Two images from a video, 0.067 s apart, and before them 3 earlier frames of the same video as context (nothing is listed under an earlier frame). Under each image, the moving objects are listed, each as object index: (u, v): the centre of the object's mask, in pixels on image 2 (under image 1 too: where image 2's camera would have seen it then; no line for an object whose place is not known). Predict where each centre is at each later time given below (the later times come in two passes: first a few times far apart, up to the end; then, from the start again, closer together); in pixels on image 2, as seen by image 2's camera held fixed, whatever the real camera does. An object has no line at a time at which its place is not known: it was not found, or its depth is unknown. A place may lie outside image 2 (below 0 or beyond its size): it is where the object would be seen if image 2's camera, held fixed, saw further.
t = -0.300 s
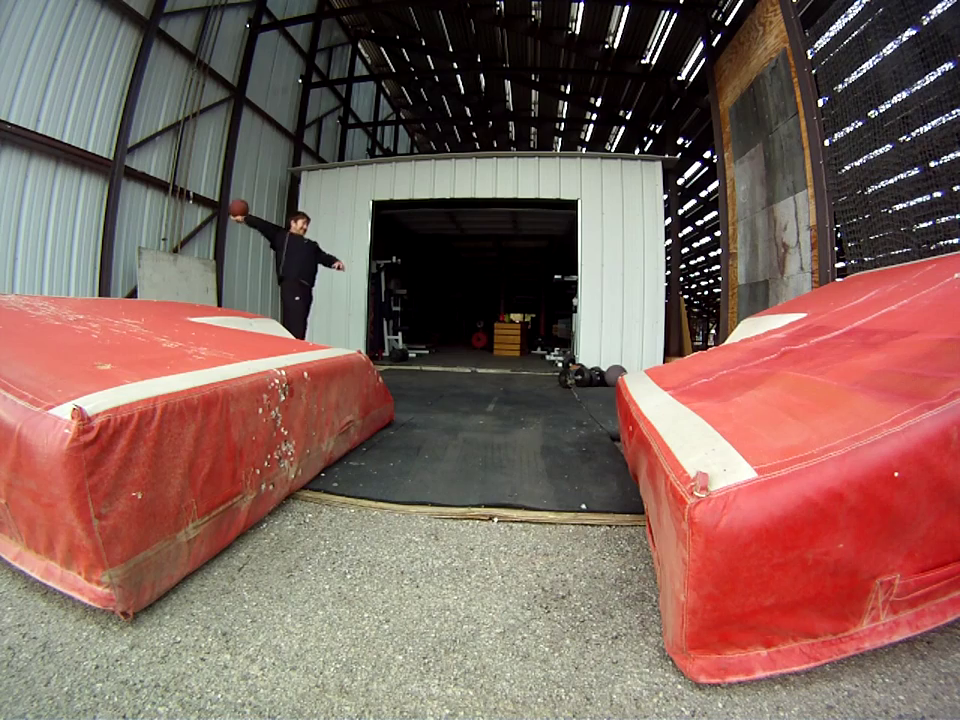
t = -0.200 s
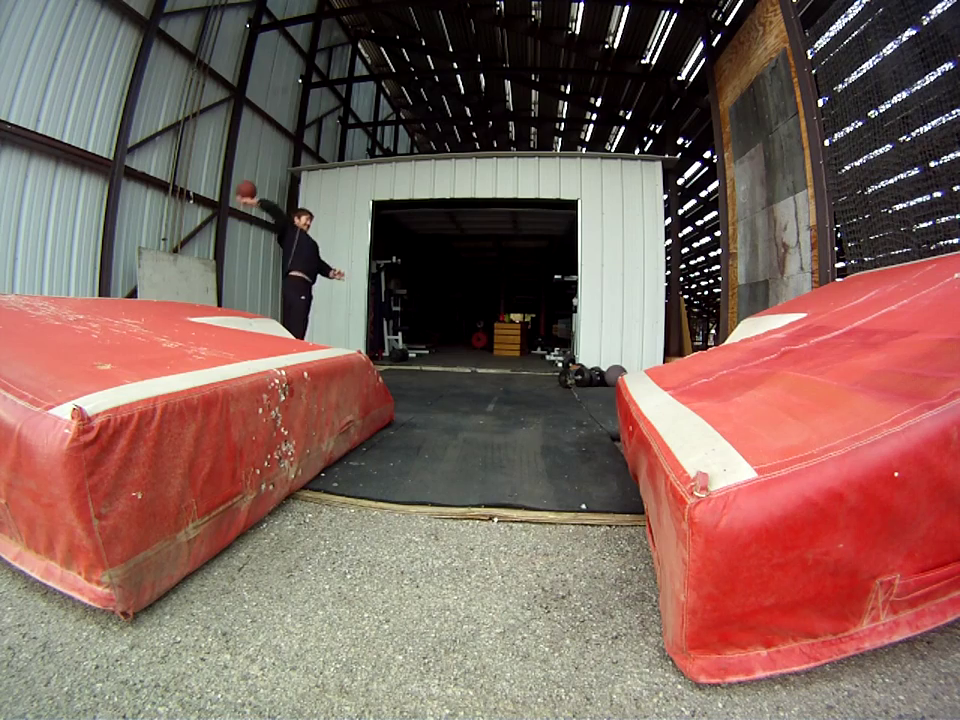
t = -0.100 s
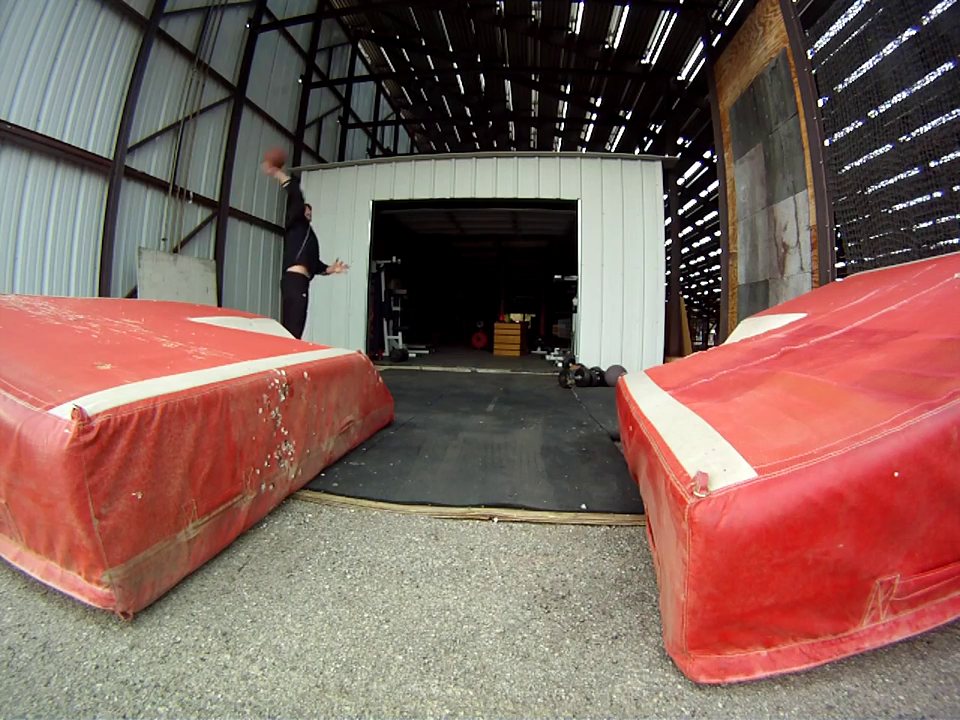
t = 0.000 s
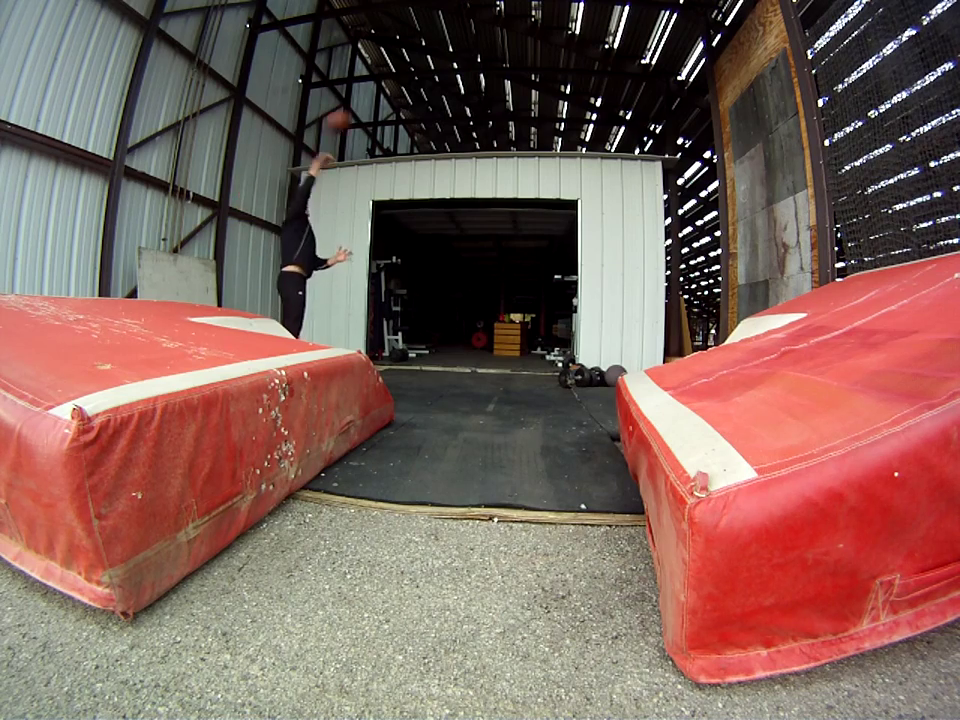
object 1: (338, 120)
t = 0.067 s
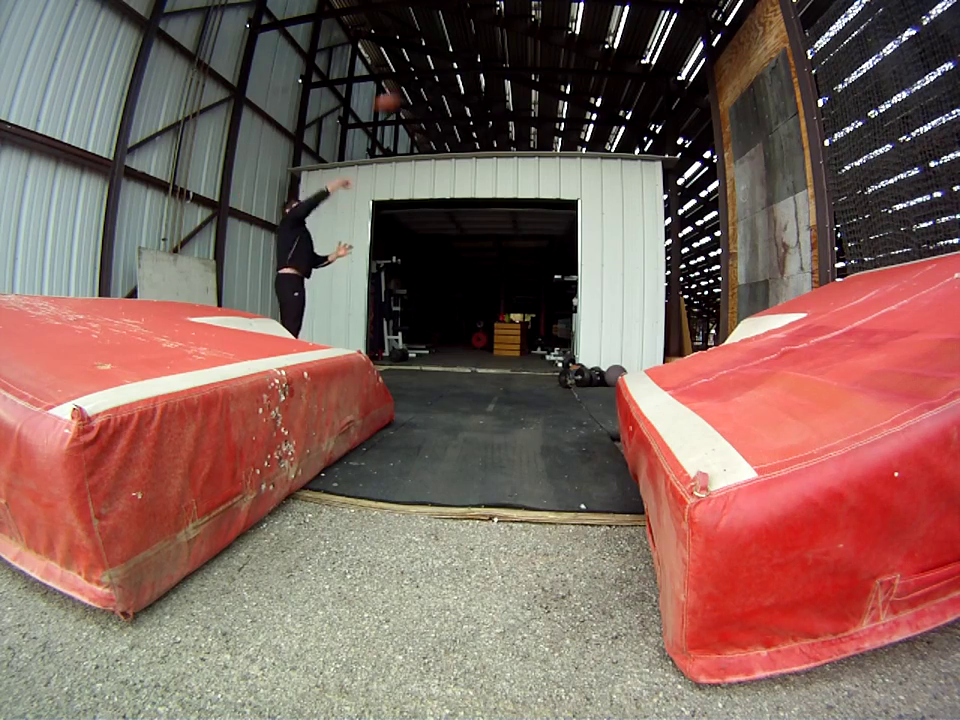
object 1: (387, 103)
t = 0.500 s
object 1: (703, 128)
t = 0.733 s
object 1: (711, 193)
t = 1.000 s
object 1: (624, 323)
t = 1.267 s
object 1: (541, 327)
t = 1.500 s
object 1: (473, 285)
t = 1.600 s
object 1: (443, 286)
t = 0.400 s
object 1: (636, 101)
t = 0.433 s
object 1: (658, 109)
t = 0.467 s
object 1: (681, 118)
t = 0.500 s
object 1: (703, 128)
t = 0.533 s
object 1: (725, 140)
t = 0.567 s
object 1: (749, 156)
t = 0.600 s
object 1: (752, 163)
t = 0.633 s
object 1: (743, 167)
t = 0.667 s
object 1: (732, 174)
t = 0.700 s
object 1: (723, 182)
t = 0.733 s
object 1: (711, 193)
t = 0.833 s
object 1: (682, 228)
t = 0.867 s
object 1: (671, 244)
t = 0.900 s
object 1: (660, 262)
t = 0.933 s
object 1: (649, 281)
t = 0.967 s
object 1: (637, 301)
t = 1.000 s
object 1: (624, 323)
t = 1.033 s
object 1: (611, 346)
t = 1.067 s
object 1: (597, 373)
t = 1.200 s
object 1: (559, 350)
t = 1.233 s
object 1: (550, 338)
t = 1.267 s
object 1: (541, 327)
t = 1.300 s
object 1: (531, 317)
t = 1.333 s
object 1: (521, 308)
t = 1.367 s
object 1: (512, 301)
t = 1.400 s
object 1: (502, 296)
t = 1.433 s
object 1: (492, 291)
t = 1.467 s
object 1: (483, 288)
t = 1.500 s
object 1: (473, 285)
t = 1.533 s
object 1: (463, 284)
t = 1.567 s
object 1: (453, 284)
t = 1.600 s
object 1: (443, 286)
